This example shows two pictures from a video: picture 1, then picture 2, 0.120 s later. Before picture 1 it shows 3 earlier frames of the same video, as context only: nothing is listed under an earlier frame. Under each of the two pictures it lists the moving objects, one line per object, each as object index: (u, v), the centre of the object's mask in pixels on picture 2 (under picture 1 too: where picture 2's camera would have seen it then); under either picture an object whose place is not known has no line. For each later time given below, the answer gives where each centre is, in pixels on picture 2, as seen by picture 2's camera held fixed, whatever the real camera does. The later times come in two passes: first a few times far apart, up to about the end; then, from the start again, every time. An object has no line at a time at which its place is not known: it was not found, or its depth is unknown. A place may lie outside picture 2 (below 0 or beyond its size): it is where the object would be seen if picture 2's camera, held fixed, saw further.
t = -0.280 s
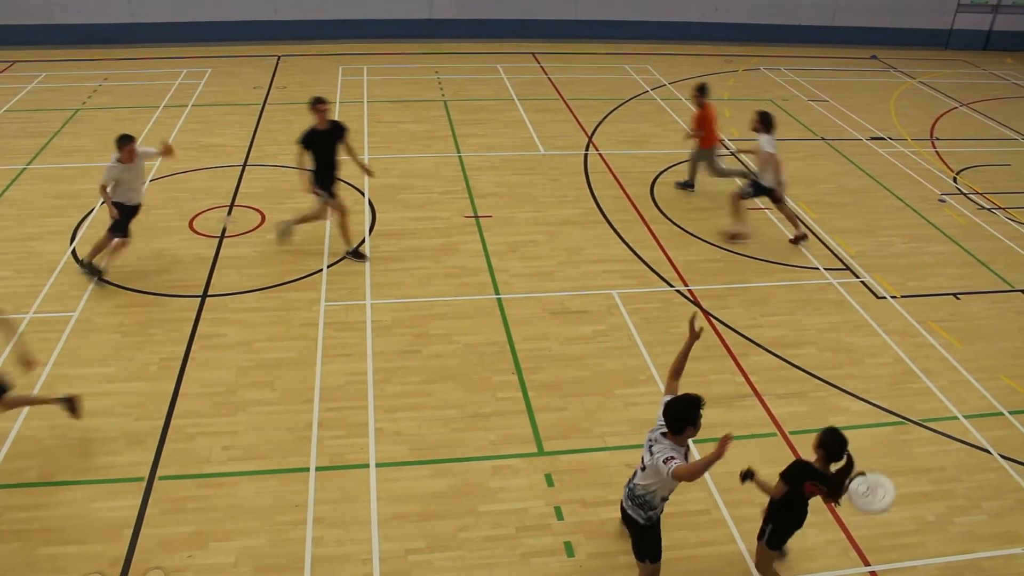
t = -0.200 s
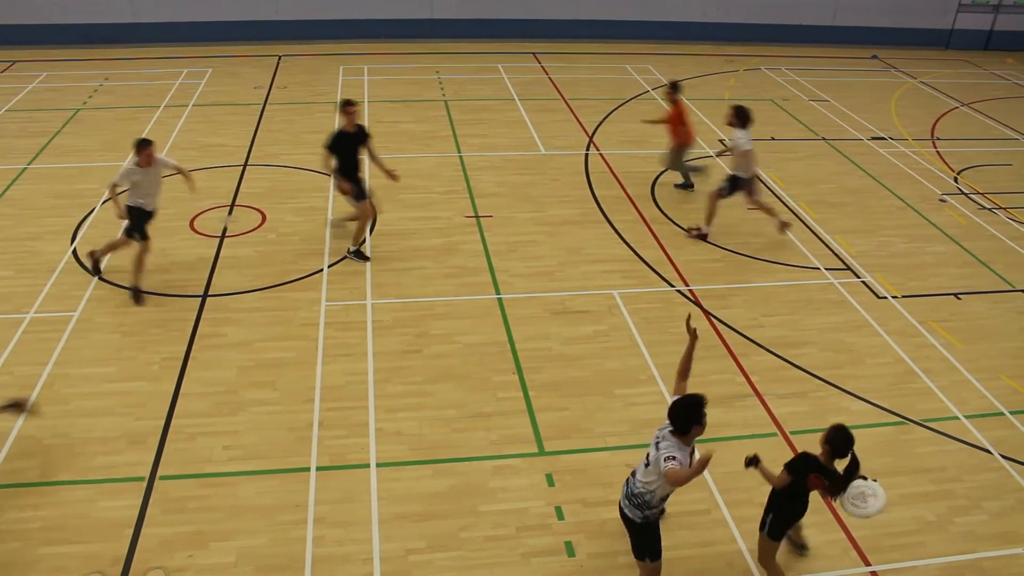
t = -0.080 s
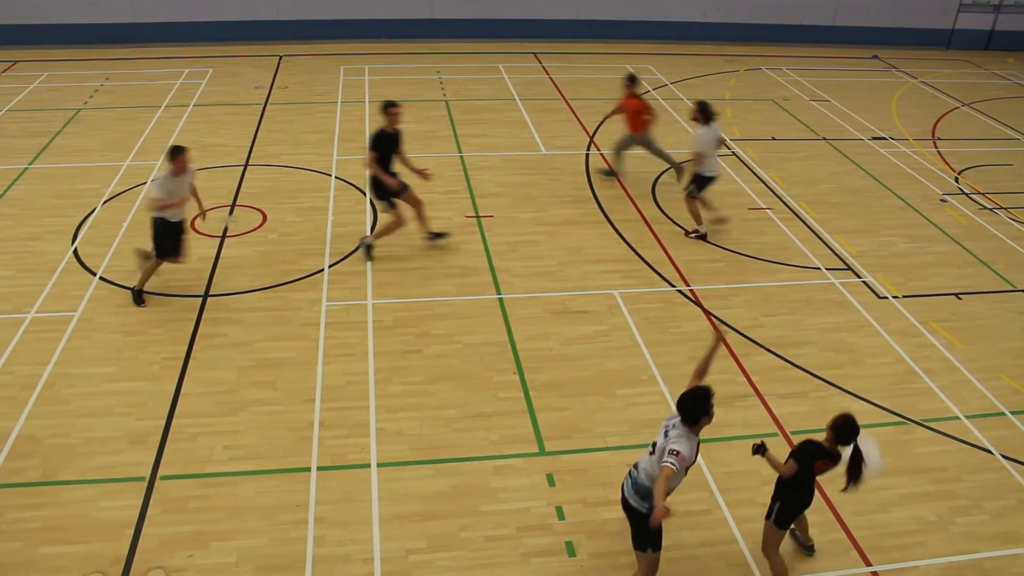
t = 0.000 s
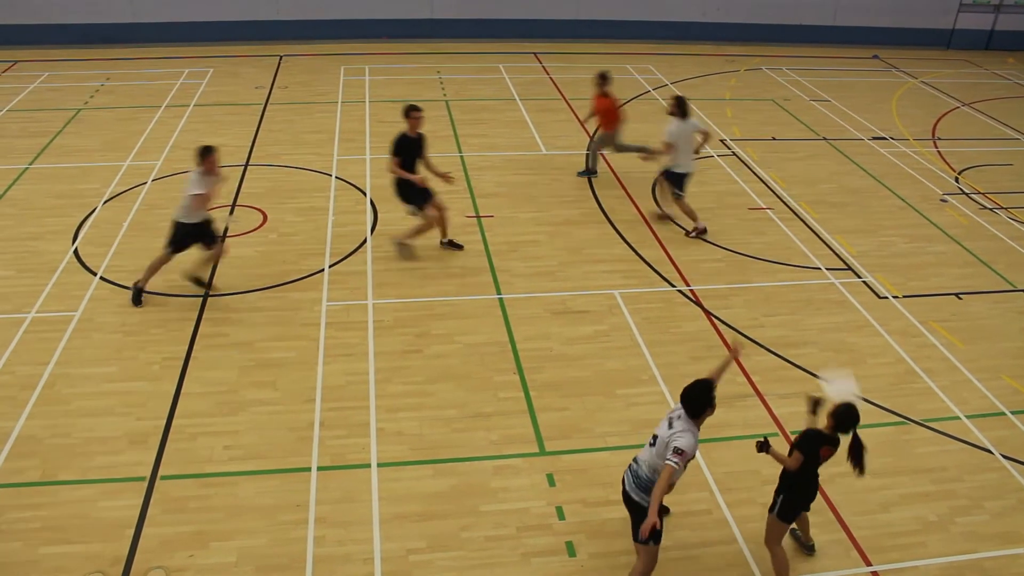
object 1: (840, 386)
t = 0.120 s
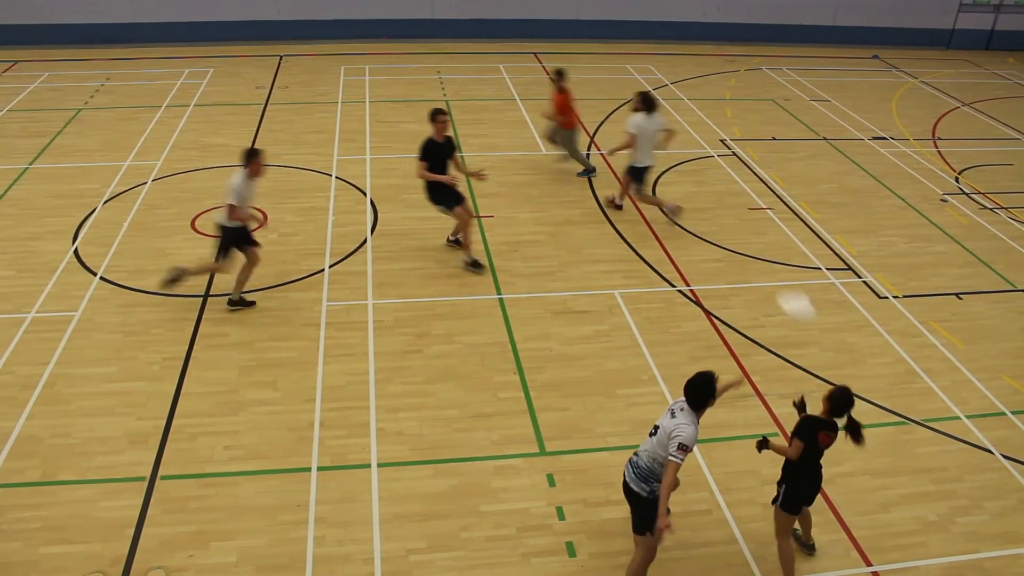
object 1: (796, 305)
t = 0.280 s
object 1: (747, 233)
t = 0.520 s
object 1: (689, 169)
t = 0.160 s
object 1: (783, 283)
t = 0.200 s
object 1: (770, 265)
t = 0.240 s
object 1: (758, 248)
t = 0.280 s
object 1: (747, 233)
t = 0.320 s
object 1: (736, 219)
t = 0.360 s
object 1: (725, 207)
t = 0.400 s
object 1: (716, 196)
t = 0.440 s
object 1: (706, 186)
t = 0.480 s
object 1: (697, 177)
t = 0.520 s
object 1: (689, 169)
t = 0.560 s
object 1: (680, 162)
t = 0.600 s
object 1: (672, 156)
